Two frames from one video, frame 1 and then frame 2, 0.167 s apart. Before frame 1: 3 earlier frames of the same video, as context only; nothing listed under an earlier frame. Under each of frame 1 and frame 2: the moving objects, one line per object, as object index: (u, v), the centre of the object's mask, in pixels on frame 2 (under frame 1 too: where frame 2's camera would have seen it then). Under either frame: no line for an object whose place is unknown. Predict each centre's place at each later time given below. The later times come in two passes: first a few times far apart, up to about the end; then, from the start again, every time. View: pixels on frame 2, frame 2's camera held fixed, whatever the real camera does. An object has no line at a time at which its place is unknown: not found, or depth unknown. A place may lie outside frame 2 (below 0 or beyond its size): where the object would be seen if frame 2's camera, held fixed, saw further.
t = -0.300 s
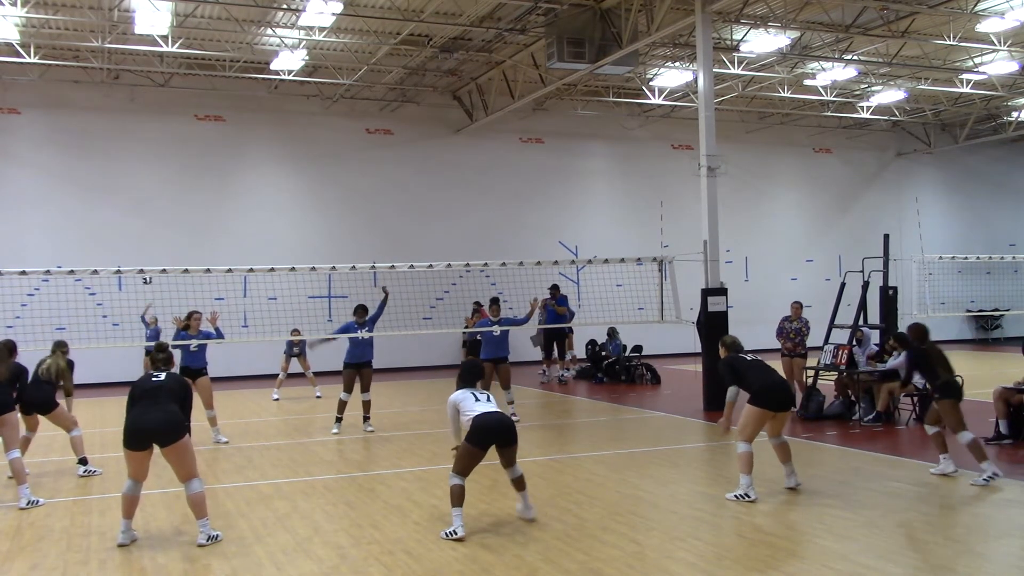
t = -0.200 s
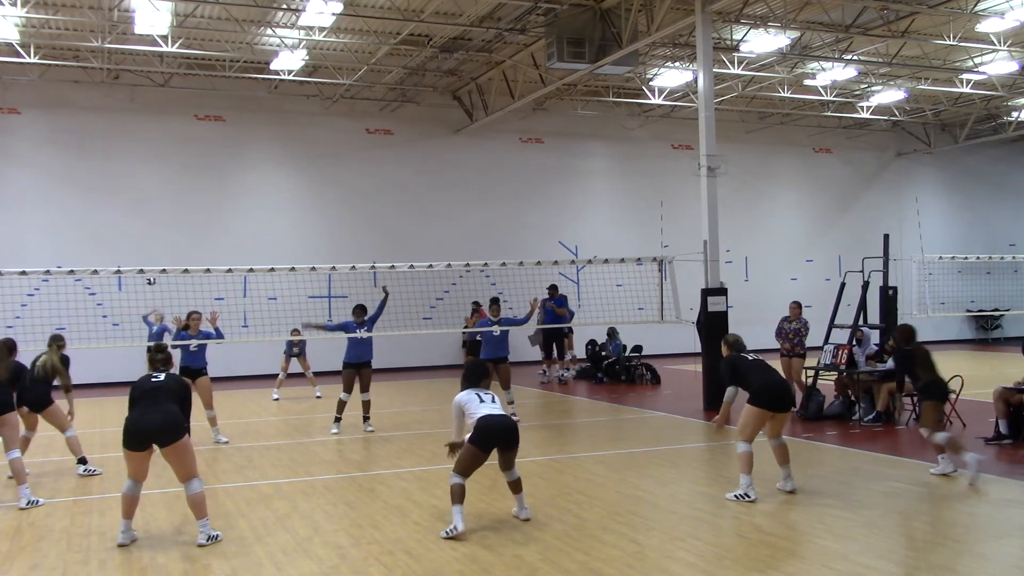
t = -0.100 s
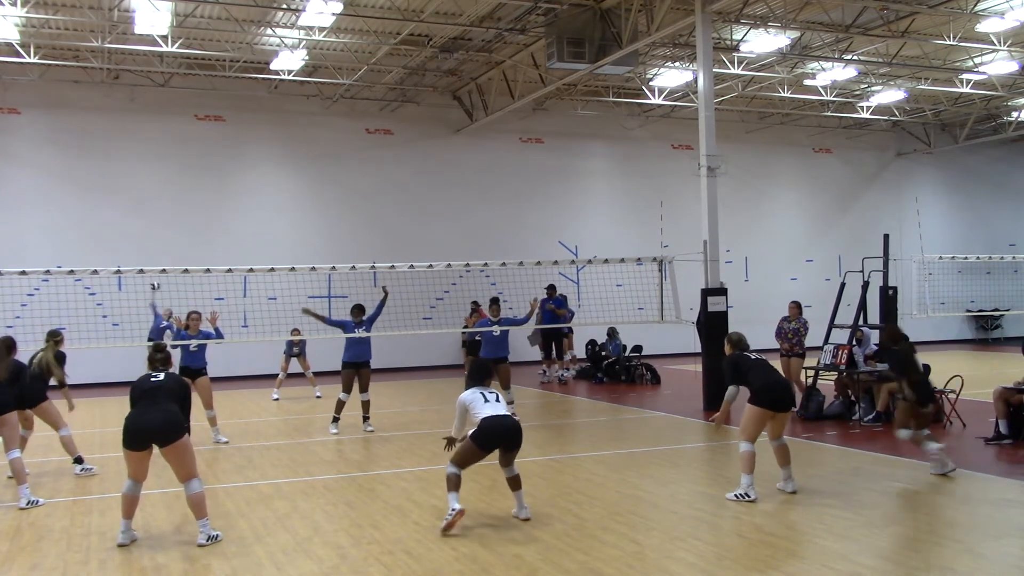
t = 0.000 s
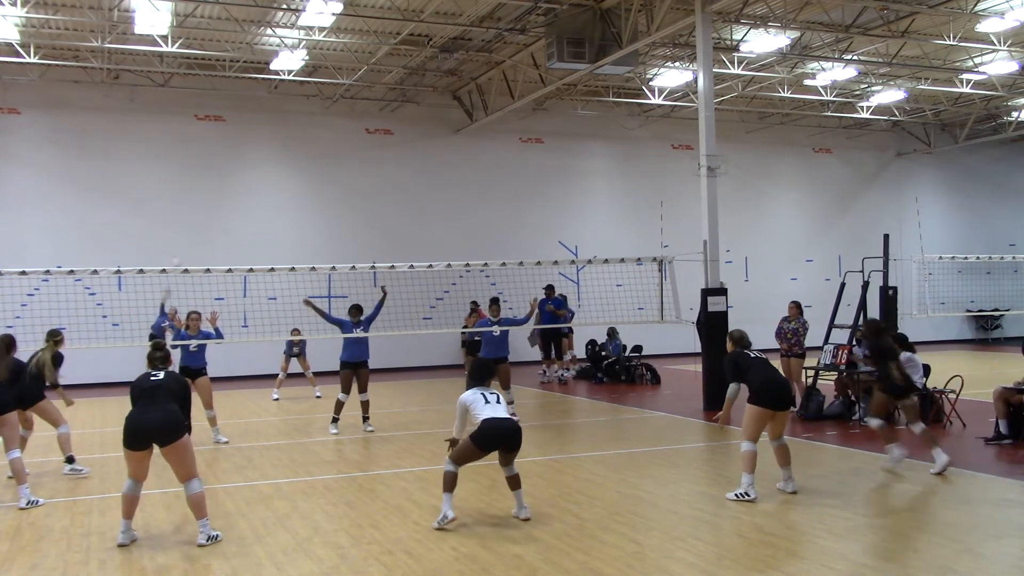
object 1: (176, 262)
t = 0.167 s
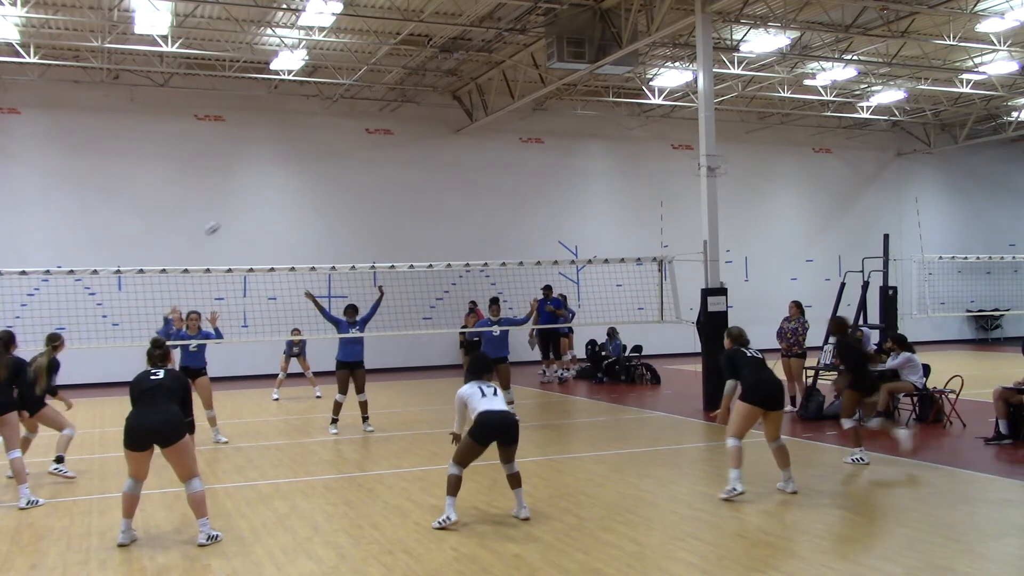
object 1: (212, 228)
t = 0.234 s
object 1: (229, 214)
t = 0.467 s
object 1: (296, 177)
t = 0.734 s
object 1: (392, 172)
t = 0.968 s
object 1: (510, 210)
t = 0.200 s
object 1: (221, 222)
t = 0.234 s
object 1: (229, 214)
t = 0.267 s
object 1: (238, 208)
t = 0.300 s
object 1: (246, 202)
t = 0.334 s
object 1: (256, 195)
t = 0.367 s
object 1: (266, 190)
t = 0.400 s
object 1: (276, 185)
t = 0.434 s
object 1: (285, 180)
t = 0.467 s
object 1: (296, 177)
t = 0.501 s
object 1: (307, 174)
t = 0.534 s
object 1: (317, 171)
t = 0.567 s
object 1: (328, 170)
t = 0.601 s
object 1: (340, 169)
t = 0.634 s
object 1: (352, 168)
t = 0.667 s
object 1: (363, 168)
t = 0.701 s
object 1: (377, 170)
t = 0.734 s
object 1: (392, 172)
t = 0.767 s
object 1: (406, 175)
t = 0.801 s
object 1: (421, 178)
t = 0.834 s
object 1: (438, 182)
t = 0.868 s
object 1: (454, 188)
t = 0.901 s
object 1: (472, 194)
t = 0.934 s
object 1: (492, 202)
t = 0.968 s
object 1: (510, 210)
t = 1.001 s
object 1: (531, 220)
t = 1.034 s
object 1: (553, 231)
